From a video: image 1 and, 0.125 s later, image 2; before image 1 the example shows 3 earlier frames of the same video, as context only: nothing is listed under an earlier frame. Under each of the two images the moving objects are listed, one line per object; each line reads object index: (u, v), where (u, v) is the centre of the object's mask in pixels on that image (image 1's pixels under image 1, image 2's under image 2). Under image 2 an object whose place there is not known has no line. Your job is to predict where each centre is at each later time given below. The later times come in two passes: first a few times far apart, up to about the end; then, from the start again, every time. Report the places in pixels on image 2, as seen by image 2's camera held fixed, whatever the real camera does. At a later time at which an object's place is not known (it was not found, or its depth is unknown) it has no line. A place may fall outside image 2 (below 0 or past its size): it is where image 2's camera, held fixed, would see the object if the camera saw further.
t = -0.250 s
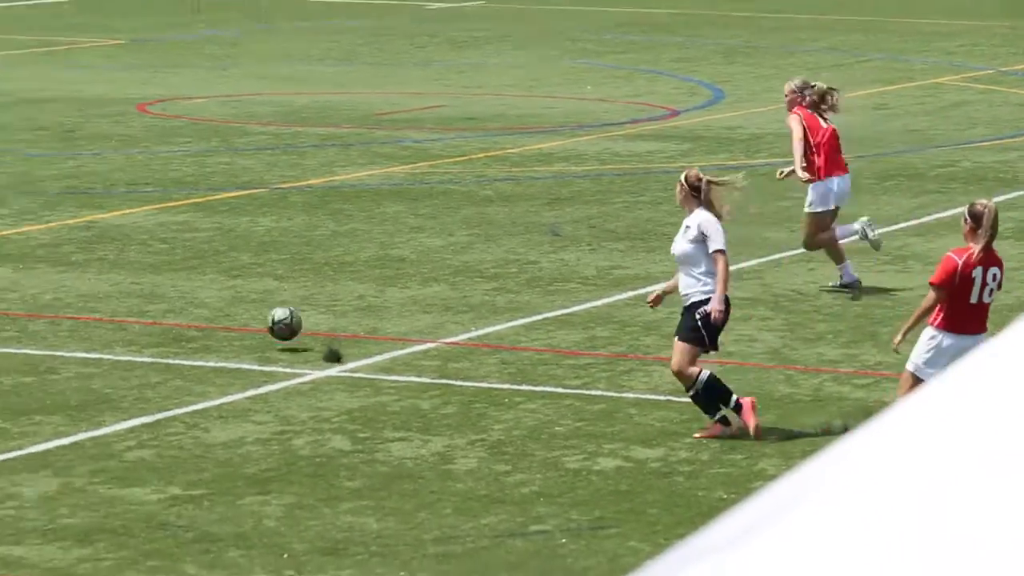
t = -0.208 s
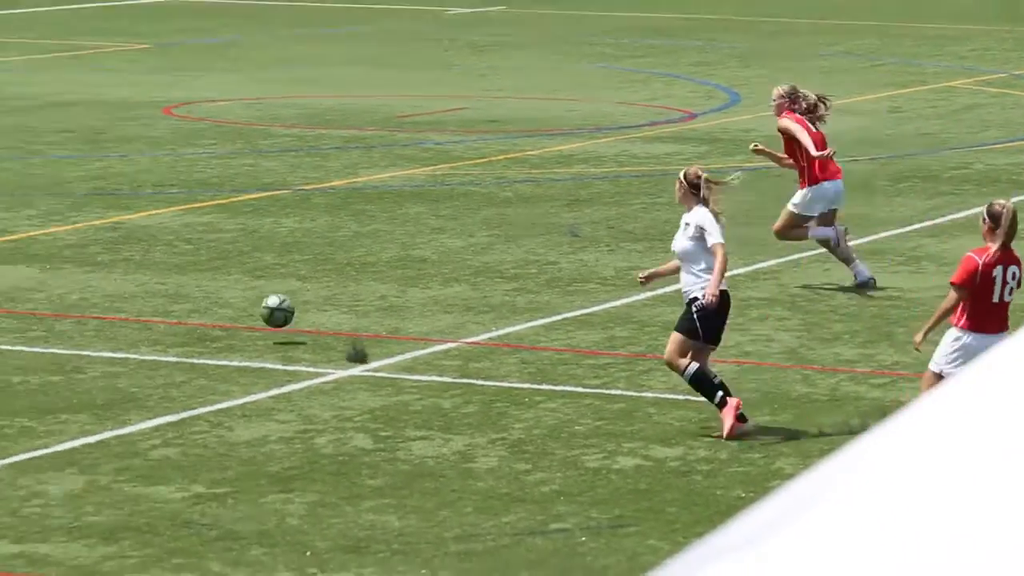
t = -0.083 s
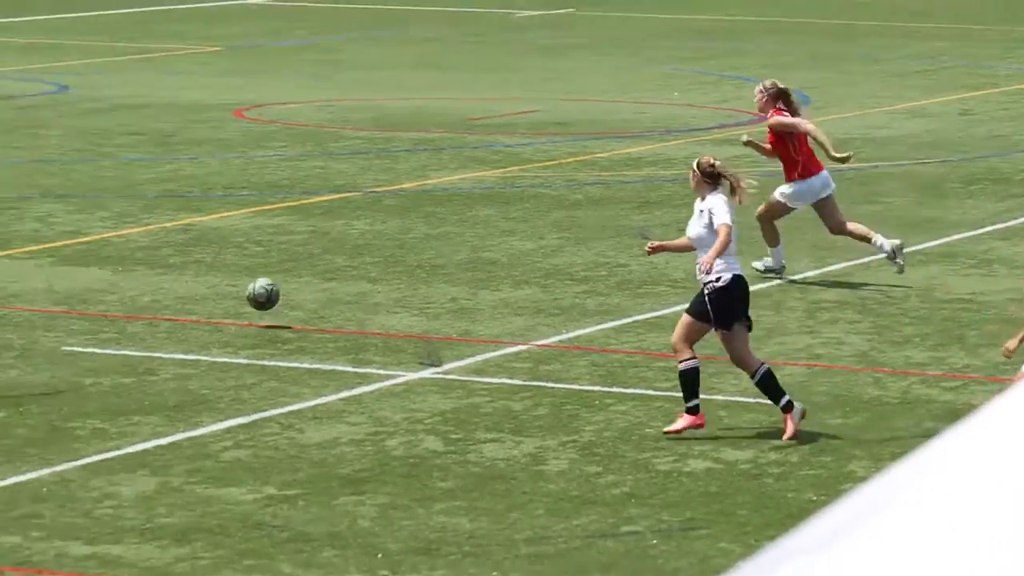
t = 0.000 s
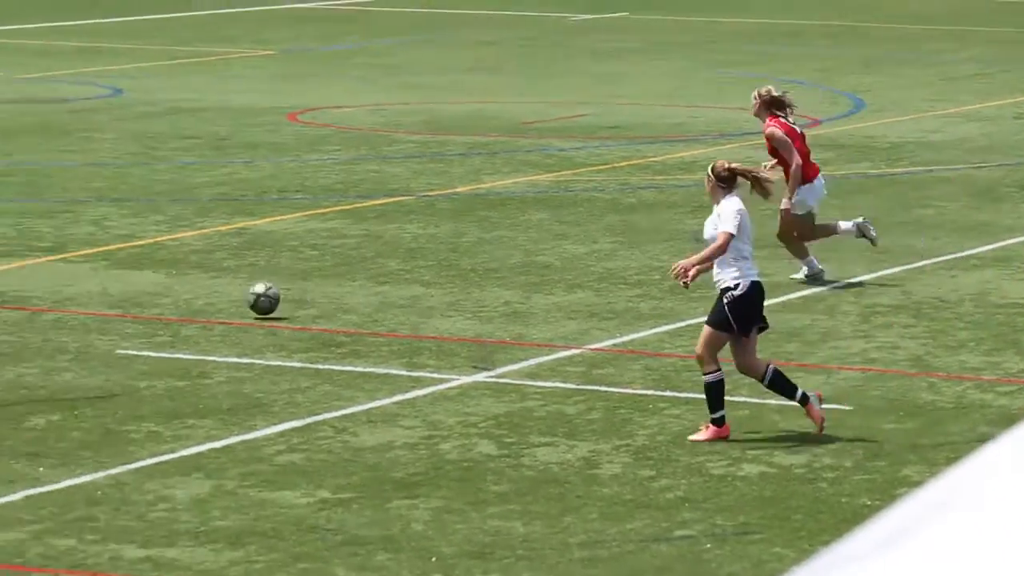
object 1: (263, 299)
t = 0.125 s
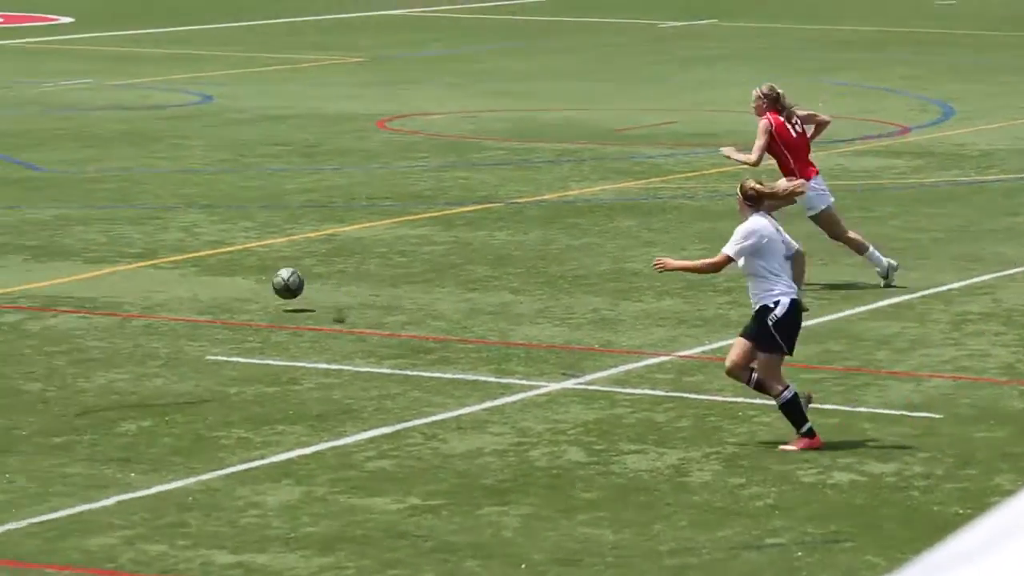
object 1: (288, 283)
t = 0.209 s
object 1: (250, 275)
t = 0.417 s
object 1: (162, 257)
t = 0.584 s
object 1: (101, 255)
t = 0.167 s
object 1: (269, 278)
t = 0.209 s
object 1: (250, 275)
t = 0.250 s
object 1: (231, 274)
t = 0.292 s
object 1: (213, 276)
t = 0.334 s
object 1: (195, 273)
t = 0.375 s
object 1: (179, 264)
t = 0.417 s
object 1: (162, 257)
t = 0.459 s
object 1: (147, 253)
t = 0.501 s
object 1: (131, 250)
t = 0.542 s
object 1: (116, 252)
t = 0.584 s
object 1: (101, 255)
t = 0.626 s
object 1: (86, 248)
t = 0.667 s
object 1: (70, 240)
